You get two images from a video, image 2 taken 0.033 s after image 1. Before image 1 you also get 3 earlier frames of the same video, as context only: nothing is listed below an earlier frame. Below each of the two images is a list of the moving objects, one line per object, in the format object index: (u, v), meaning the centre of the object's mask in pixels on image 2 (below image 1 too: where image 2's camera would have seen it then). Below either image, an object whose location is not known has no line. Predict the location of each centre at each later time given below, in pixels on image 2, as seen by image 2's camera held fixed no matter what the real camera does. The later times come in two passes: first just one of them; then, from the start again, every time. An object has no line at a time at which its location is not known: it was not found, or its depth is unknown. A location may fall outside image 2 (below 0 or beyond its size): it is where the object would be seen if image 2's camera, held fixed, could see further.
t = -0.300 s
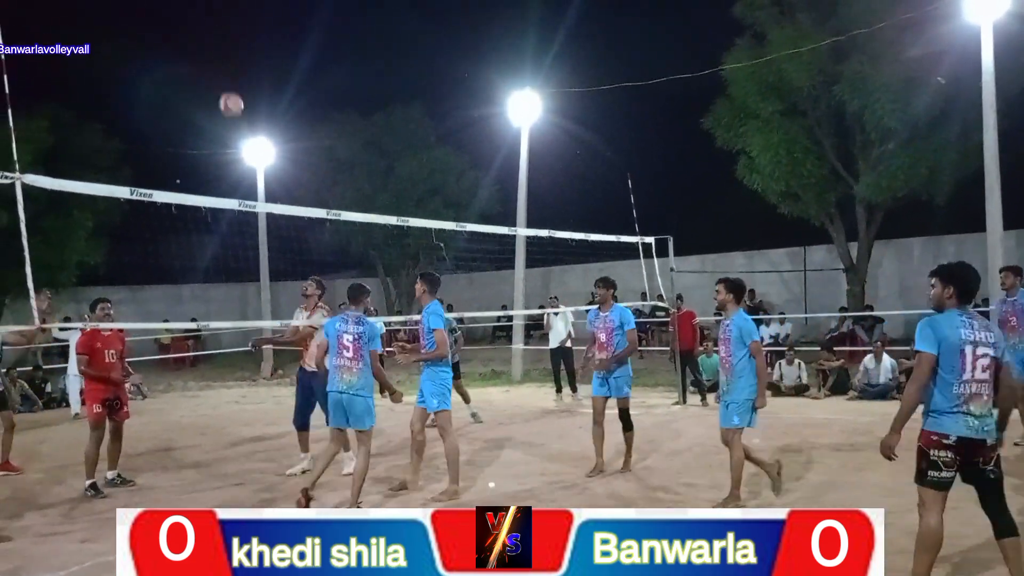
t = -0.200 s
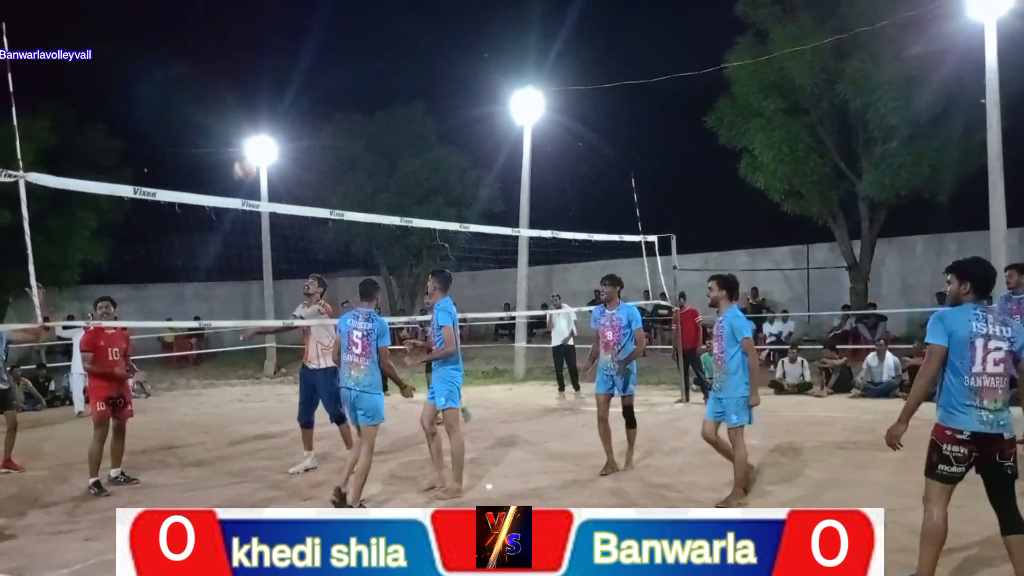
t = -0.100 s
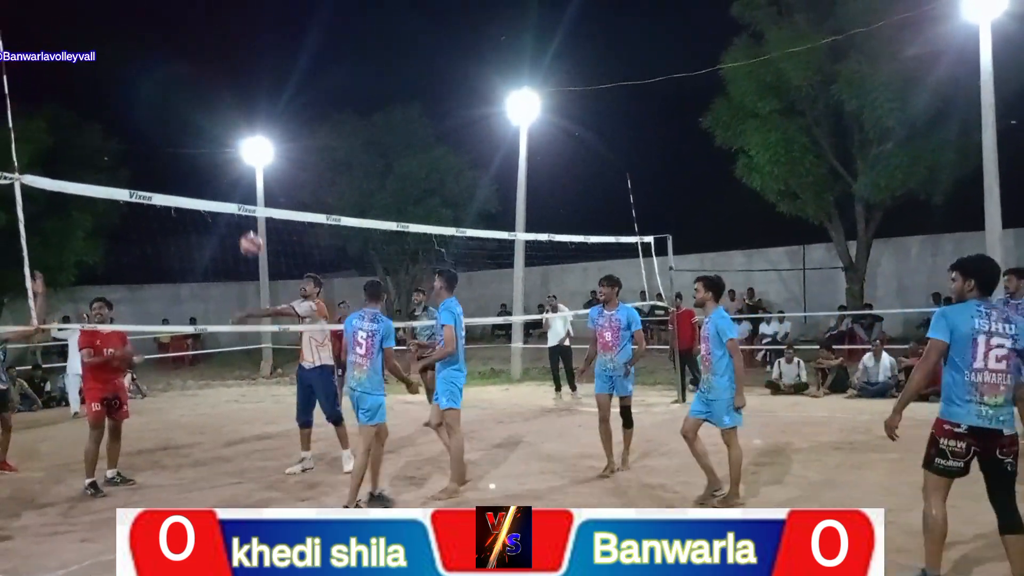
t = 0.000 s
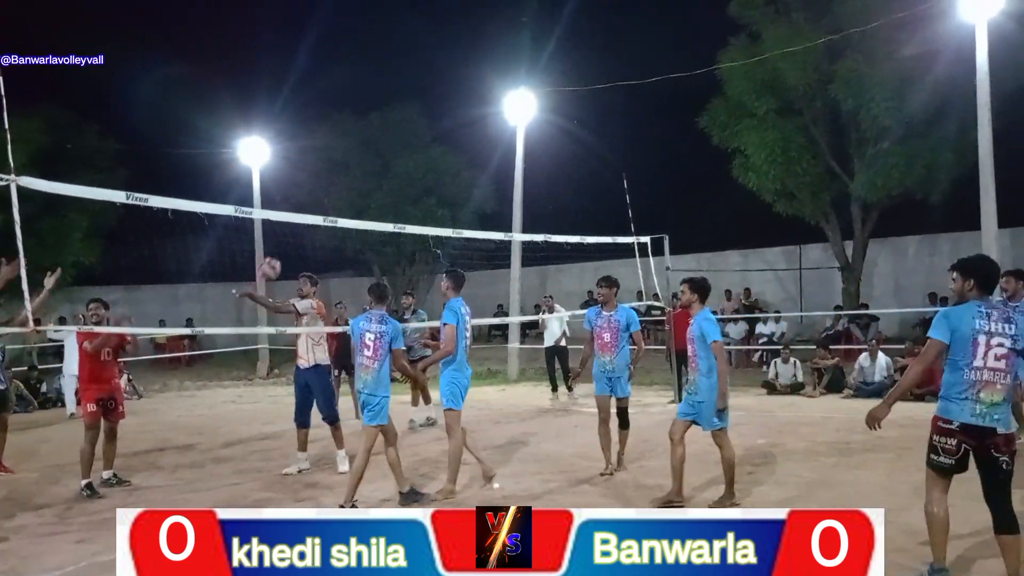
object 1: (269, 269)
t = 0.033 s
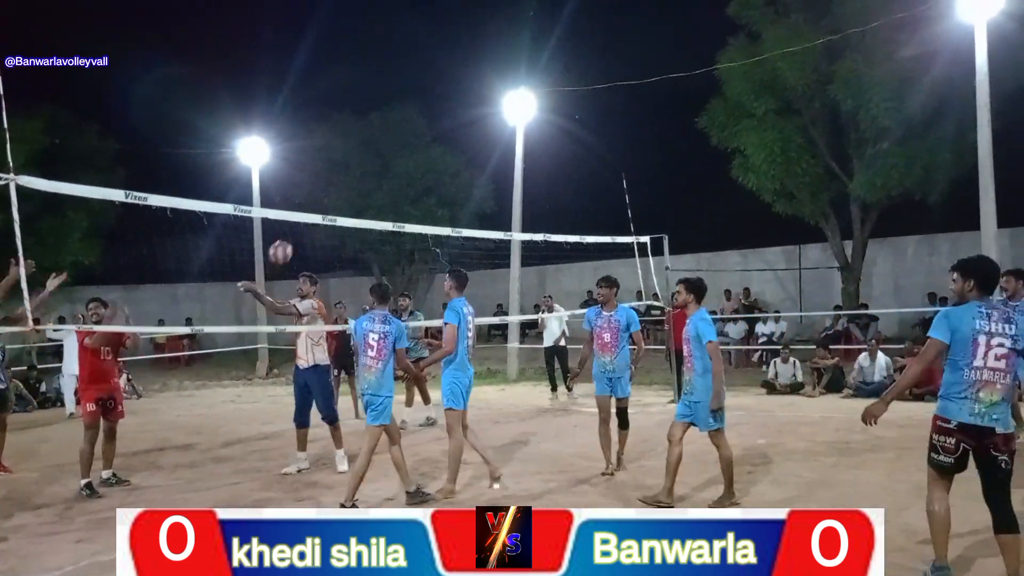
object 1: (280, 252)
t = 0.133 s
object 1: (318, 204)
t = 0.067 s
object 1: (293, 237)
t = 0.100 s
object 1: (304, 226)
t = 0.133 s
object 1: (318, 204)
